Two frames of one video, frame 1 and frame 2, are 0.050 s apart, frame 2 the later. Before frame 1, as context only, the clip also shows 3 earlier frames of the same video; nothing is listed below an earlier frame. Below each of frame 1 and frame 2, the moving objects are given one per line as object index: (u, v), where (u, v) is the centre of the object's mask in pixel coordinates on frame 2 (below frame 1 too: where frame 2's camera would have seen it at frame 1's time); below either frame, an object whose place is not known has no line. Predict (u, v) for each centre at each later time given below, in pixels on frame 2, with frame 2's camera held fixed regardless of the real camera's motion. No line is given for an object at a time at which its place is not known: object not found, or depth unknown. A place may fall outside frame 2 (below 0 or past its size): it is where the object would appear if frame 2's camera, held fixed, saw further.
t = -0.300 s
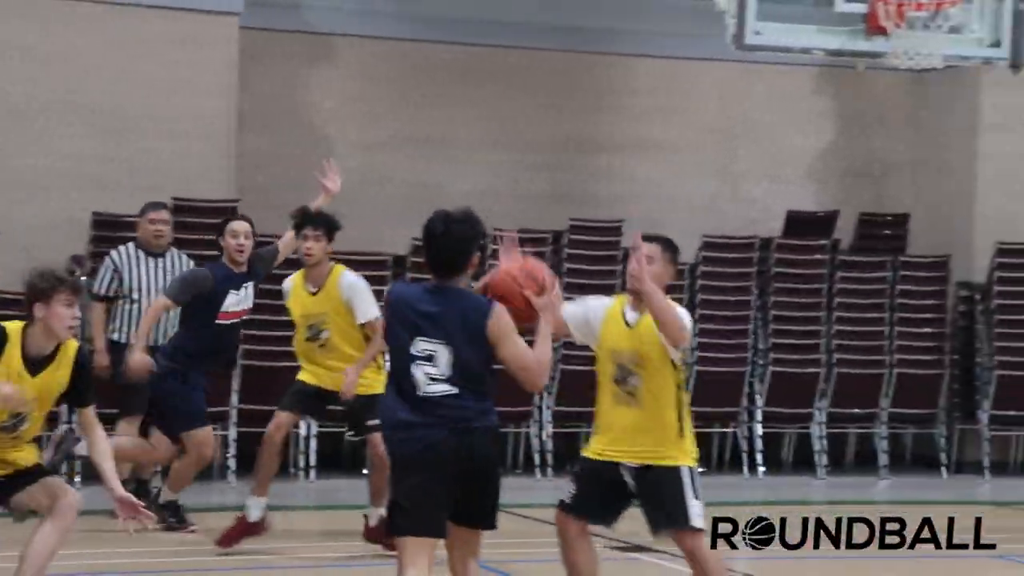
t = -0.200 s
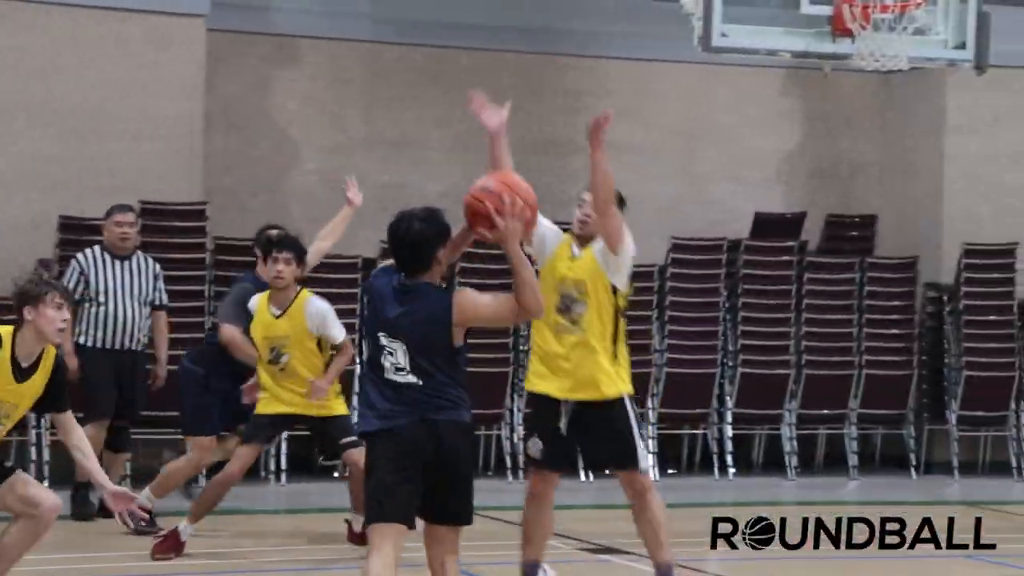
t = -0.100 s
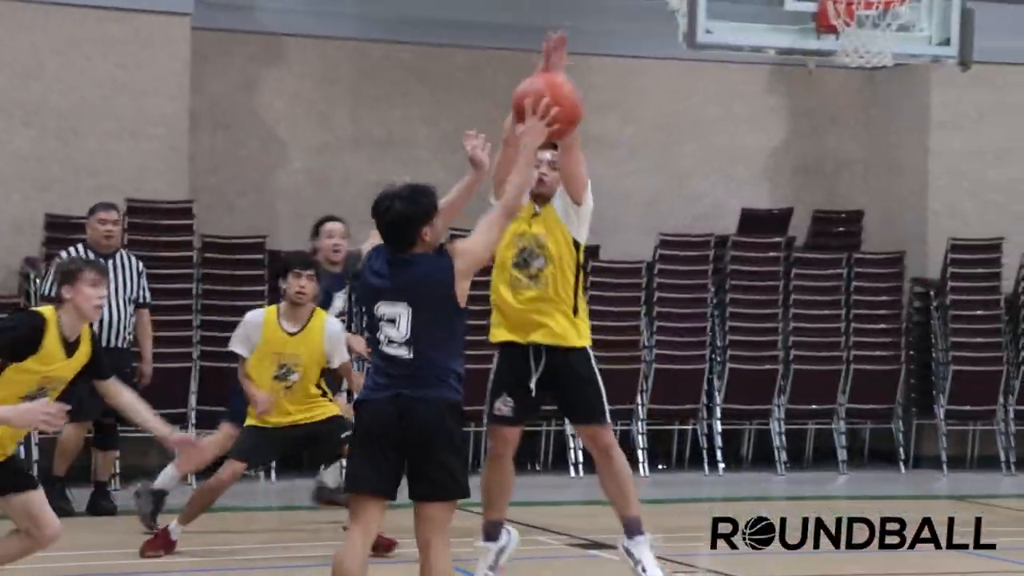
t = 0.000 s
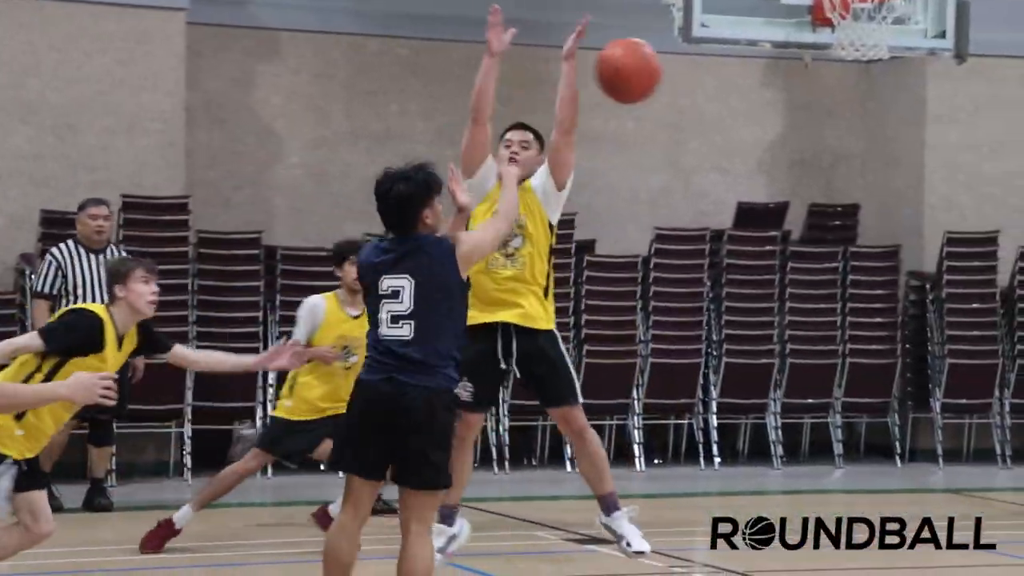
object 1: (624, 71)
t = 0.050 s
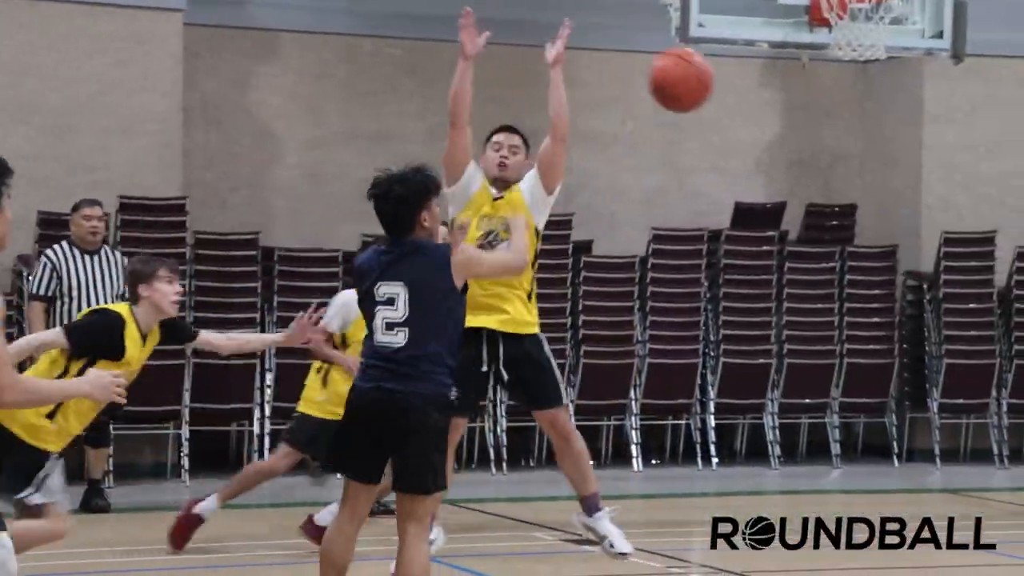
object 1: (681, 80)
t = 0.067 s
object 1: (699, 83)
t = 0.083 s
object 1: (717, 89)
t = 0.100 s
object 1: (734, 94)
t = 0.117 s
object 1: (752, 99)
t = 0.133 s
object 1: (769, 107)
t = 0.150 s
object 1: (786, 114)
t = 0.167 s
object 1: (802, 122)
